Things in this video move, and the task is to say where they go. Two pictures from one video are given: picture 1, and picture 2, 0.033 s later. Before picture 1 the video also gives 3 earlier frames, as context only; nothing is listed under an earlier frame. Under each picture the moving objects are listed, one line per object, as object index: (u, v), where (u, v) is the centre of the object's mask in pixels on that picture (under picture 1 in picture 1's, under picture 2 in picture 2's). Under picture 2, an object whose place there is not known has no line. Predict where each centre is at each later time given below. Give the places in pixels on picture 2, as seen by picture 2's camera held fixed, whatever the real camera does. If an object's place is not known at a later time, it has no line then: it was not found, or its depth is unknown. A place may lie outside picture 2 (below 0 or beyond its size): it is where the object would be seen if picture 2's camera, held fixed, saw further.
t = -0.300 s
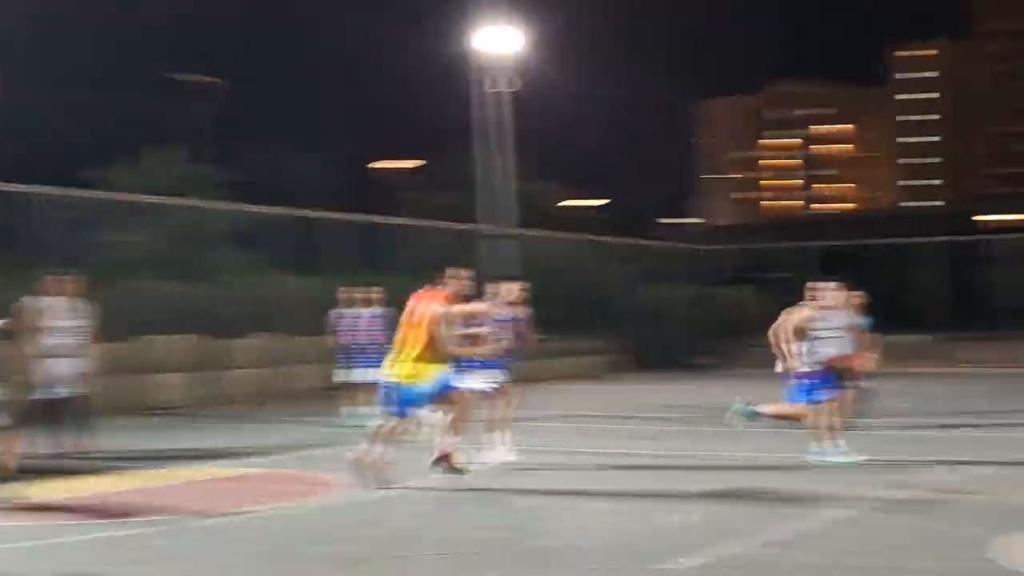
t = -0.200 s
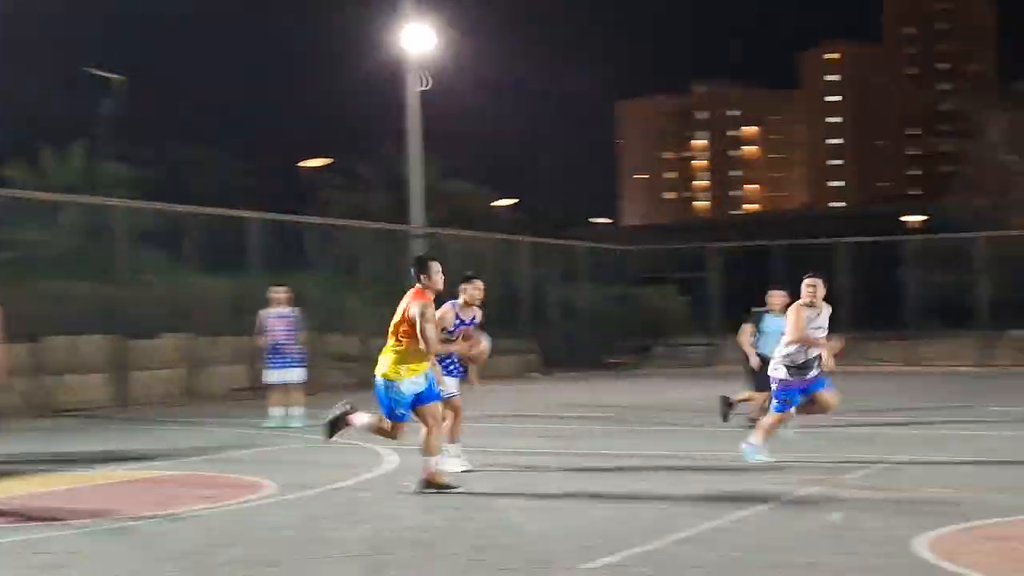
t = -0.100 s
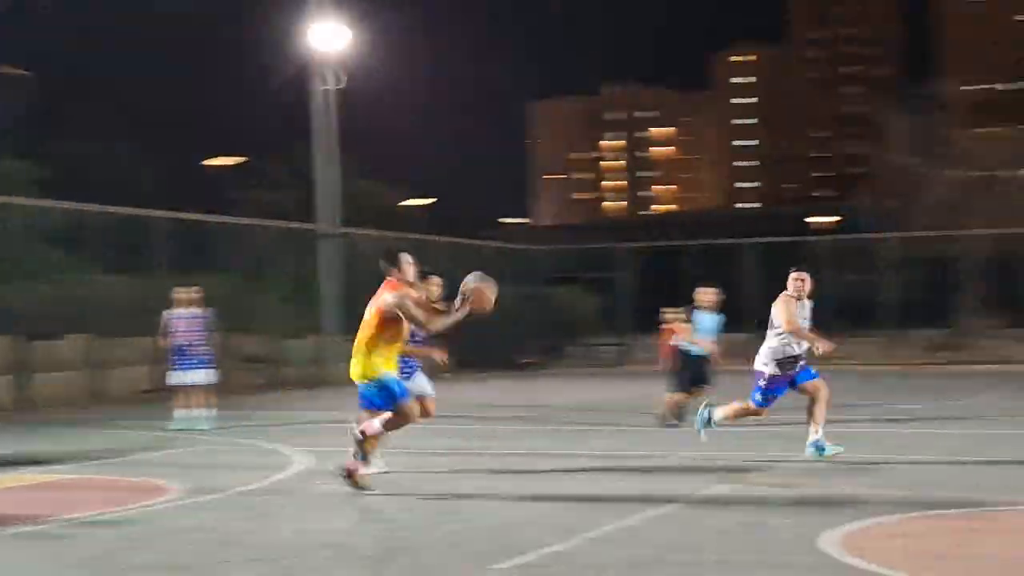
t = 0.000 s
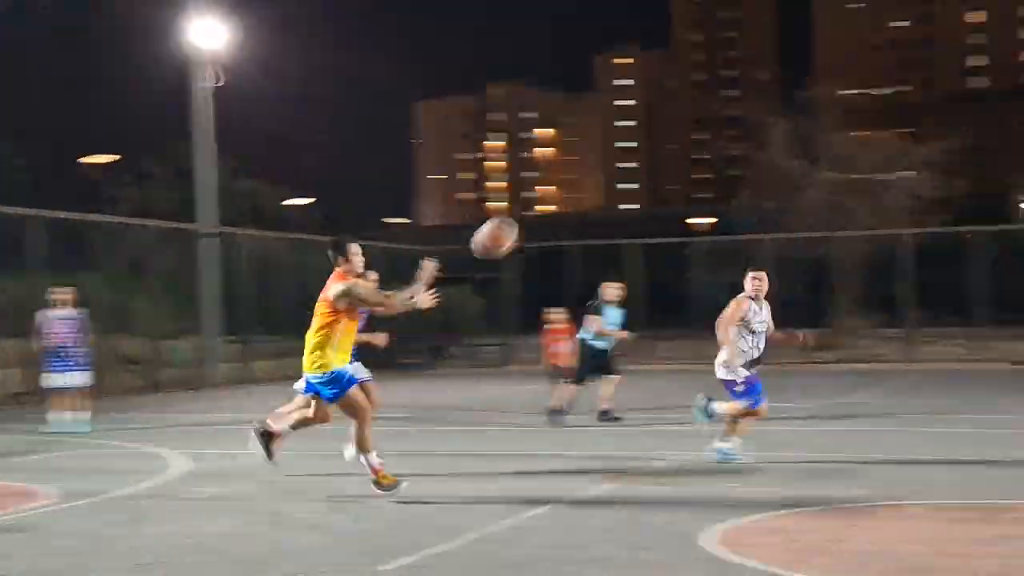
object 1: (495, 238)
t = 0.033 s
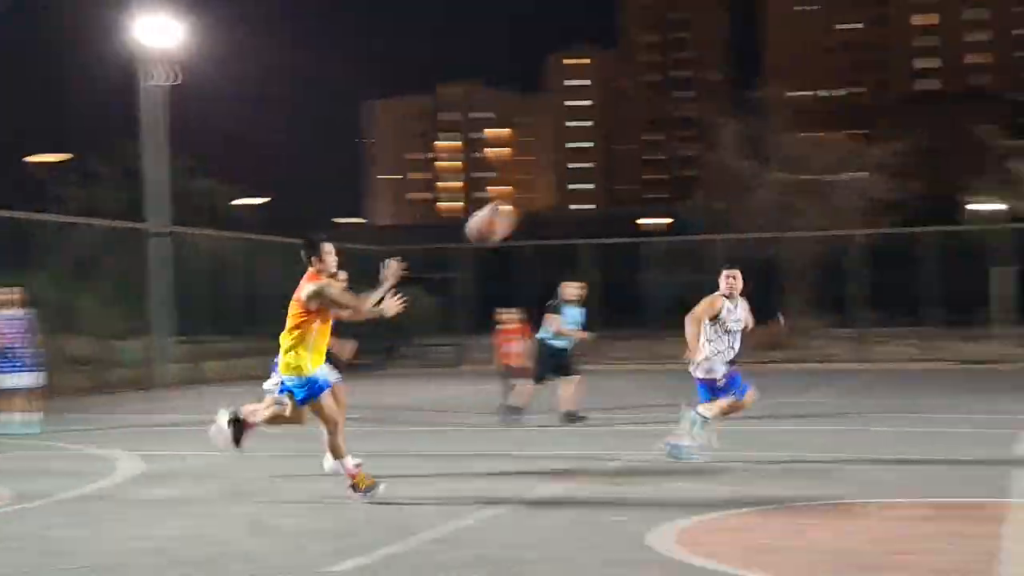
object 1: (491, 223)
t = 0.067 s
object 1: (540, 209)
